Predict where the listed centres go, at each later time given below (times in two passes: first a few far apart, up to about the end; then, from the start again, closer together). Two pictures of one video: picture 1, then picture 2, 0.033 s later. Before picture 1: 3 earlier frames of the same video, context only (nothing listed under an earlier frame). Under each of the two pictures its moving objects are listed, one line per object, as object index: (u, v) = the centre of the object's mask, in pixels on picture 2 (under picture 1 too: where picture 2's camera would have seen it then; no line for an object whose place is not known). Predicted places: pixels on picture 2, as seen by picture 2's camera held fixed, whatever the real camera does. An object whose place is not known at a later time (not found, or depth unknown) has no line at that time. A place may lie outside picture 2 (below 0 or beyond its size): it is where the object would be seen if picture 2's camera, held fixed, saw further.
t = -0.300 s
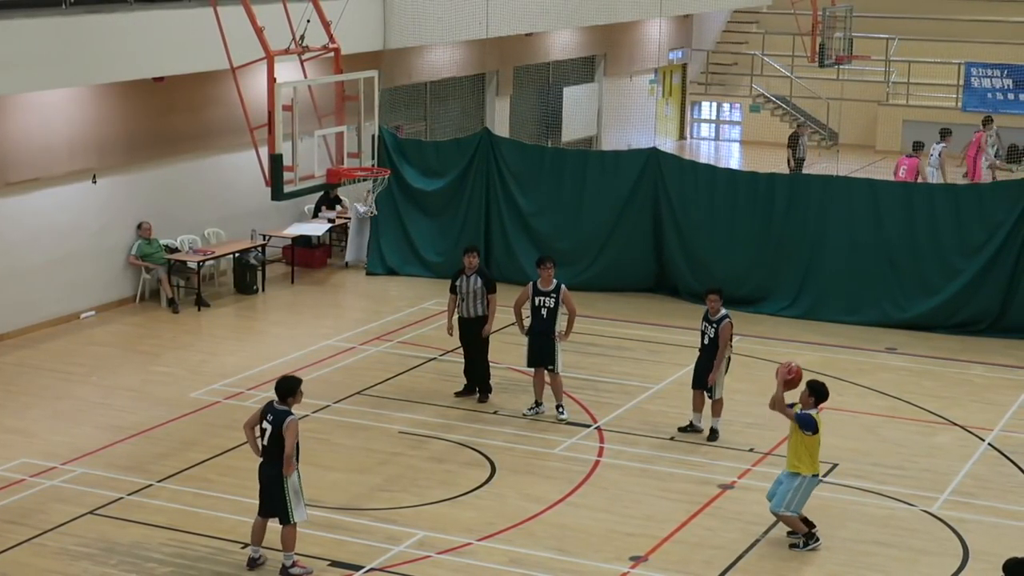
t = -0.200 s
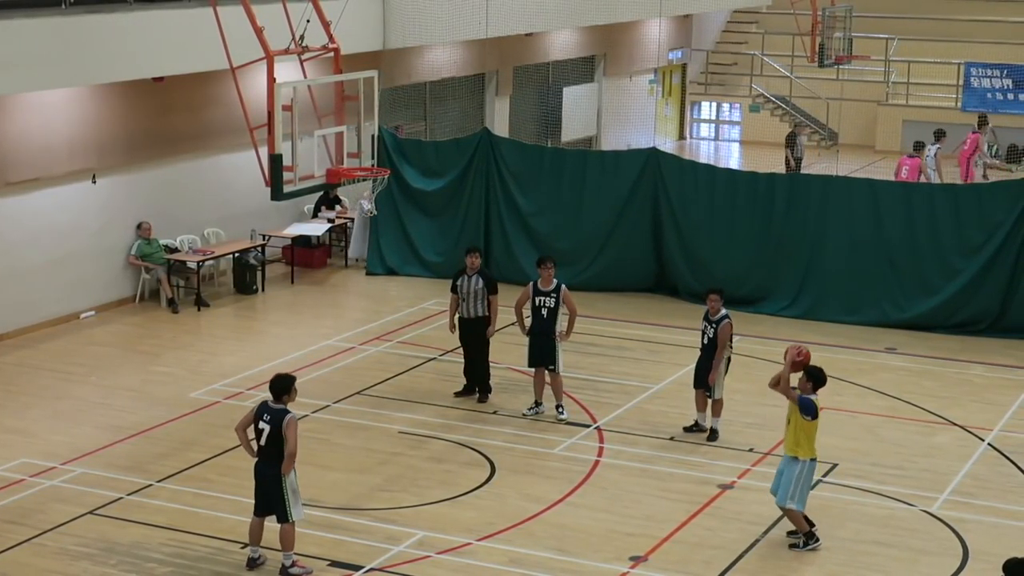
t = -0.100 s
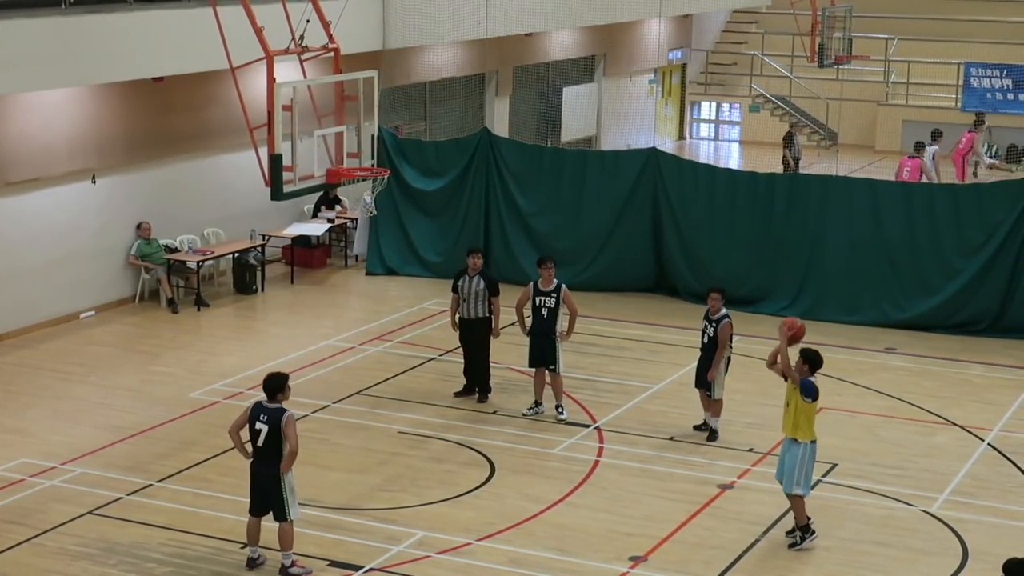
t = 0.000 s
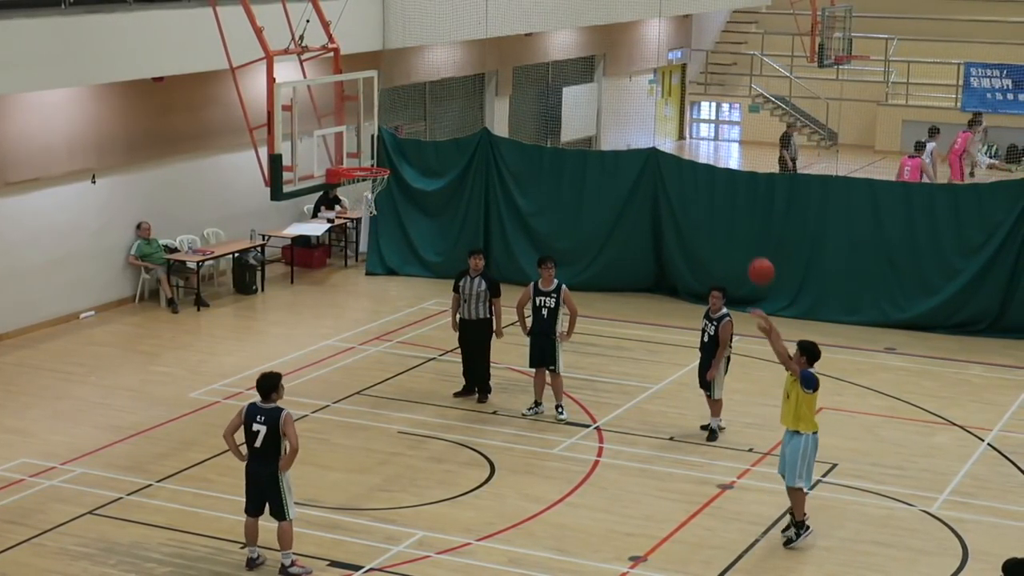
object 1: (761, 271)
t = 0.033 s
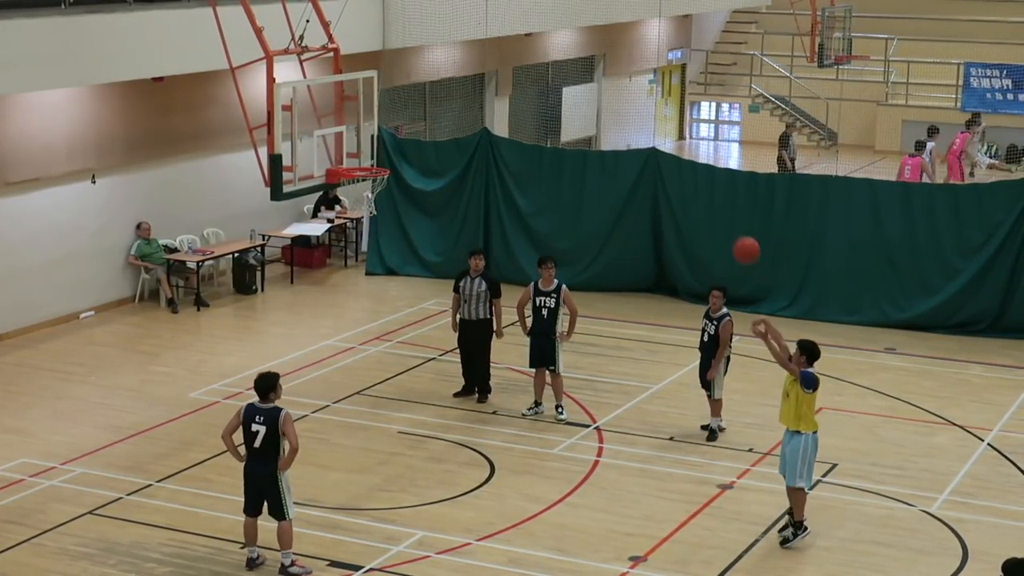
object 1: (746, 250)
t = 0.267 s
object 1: (646, 135)
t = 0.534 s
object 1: (536, 76)
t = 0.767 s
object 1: (444, 83)
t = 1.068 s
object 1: (343, 147)
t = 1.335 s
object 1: (339, 70)
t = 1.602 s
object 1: (336, 60)
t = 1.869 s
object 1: (350, 73)
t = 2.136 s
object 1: (371, 147)
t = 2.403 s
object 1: (356, 245)
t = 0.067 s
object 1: (732, 230)
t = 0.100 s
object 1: (717, 211)
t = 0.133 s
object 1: (703, 194)
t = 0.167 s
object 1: (688, 177)
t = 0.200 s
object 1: (674, 162)
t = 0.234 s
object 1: (661, 148)
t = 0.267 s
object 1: (646, 135)
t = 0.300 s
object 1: (632, 124)
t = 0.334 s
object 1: (618, 113)
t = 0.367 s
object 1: (604, 104)
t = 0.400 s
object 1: (591, 96)
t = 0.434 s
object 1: (576, 89)
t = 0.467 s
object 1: (563, 83)
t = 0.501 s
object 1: (550, 79)
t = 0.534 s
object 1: (536, 76)
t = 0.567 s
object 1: (523, 73)
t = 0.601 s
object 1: (509, 72)
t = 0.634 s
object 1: (496, 72)
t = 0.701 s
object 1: (470, 76)
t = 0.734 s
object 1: (457, 80)
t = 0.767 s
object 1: (444, 83)
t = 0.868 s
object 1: (406, 104)
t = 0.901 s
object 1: (393, 113)
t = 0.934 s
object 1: (381, 123)
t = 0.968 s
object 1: (368, 133)
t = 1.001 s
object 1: (356, 145)
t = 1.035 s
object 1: (345, 158)
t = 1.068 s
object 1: (343, 147)
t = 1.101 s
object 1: (343, 134)
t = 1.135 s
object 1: (342, 121)
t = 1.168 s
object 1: (341, 110)
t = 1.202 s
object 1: (340, 100)
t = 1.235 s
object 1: (340, 91)
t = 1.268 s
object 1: (340, 83)
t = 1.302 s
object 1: (339, 76)
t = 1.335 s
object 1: (339, 70)
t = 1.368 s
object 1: (338, 65)
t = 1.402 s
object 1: (338, 61)
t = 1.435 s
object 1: (338, 58)
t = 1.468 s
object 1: (338, 57)
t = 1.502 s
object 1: (338, 57)
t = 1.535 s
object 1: (337, 57)
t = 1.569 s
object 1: (337, 59)
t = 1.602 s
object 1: (336, 60)
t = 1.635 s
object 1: (336, 66)
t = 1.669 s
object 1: (336, 67)
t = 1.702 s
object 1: (339, 66)
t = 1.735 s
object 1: (341, 65)
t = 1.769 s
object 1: (343, 66)
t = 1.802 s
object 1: (346, 68)
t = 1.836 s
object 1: (348, 69)
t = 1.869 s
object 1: (350, 73)
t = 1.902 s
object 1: (354, 80)
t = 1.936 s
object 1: (356, 86)
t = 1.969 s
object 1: (358, 94)
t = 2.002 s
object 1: (361, 102)
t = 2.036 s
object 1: (363, 112)
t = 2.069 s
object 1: (366, 122)
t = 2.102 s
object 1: (368, 134)
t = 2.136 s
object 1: (371, 147)
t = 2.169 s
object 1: (374, 160)
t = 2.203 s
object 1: (374, 169)
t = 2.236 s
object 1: (372, 186)
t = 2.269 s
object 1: (368, 195)
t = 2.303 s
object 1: (365, 205)
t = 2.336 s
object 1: (361, 221)
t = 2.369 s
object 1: (359, 231)
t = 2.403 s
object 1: (356, 245)
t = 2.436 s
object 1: (353, 260)
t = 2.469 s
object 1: (349, 277)
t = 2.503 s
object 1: (347, 293)
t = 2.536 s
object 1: (344, 312)
